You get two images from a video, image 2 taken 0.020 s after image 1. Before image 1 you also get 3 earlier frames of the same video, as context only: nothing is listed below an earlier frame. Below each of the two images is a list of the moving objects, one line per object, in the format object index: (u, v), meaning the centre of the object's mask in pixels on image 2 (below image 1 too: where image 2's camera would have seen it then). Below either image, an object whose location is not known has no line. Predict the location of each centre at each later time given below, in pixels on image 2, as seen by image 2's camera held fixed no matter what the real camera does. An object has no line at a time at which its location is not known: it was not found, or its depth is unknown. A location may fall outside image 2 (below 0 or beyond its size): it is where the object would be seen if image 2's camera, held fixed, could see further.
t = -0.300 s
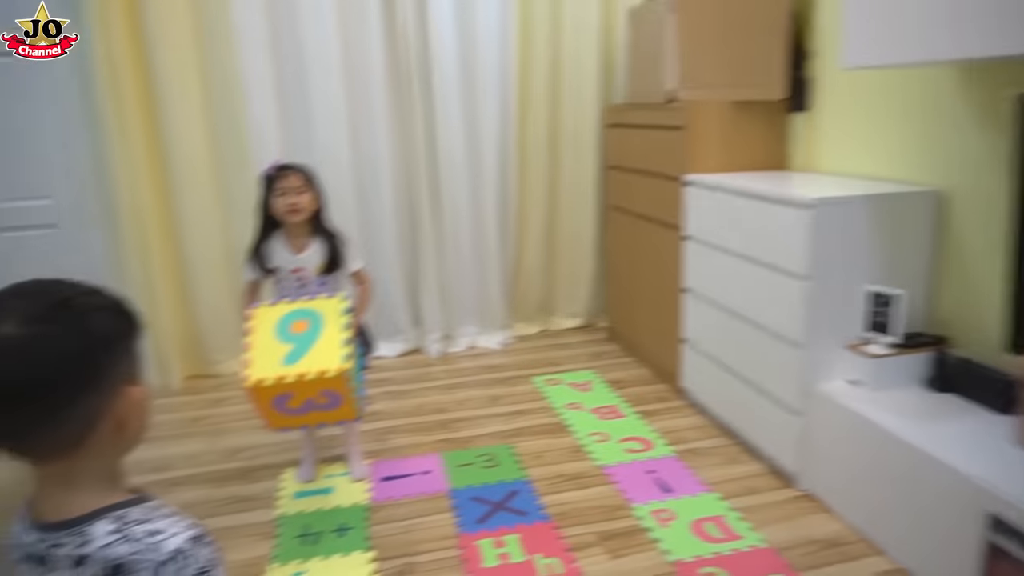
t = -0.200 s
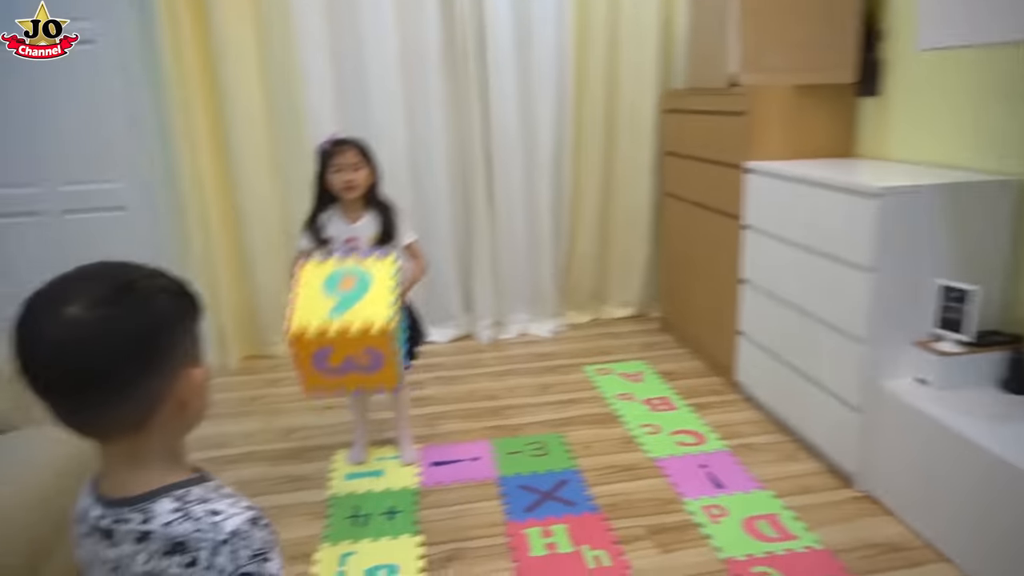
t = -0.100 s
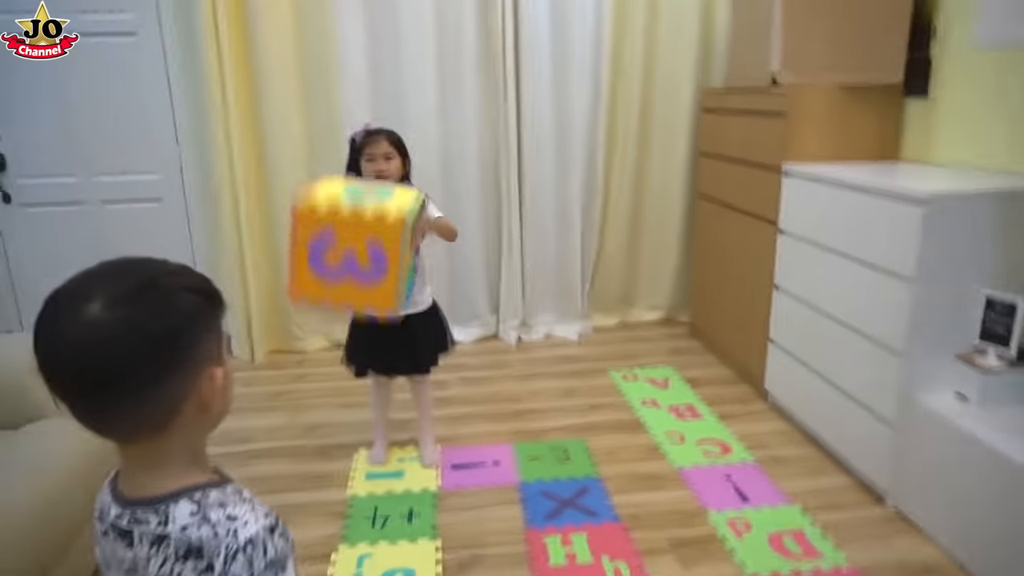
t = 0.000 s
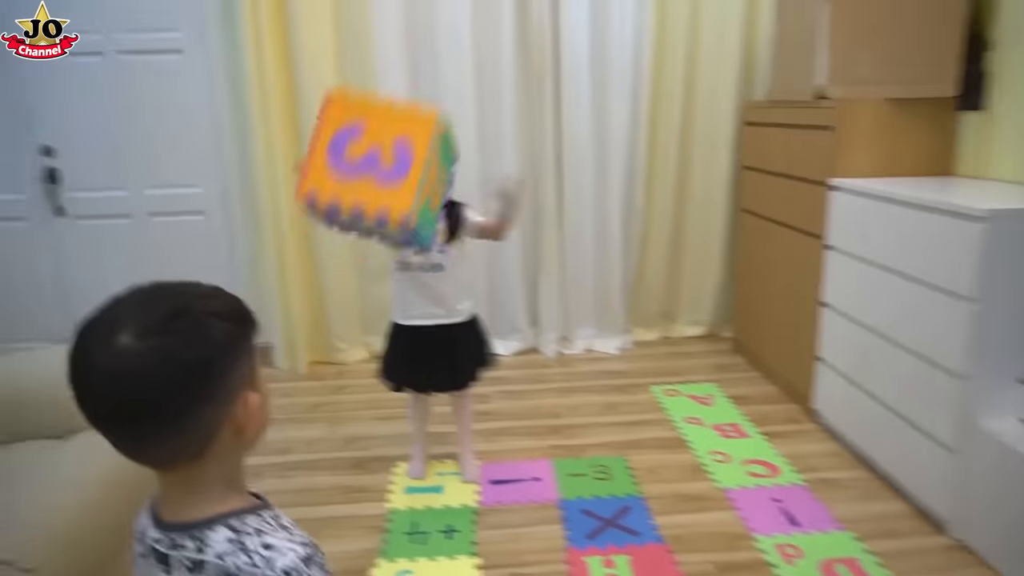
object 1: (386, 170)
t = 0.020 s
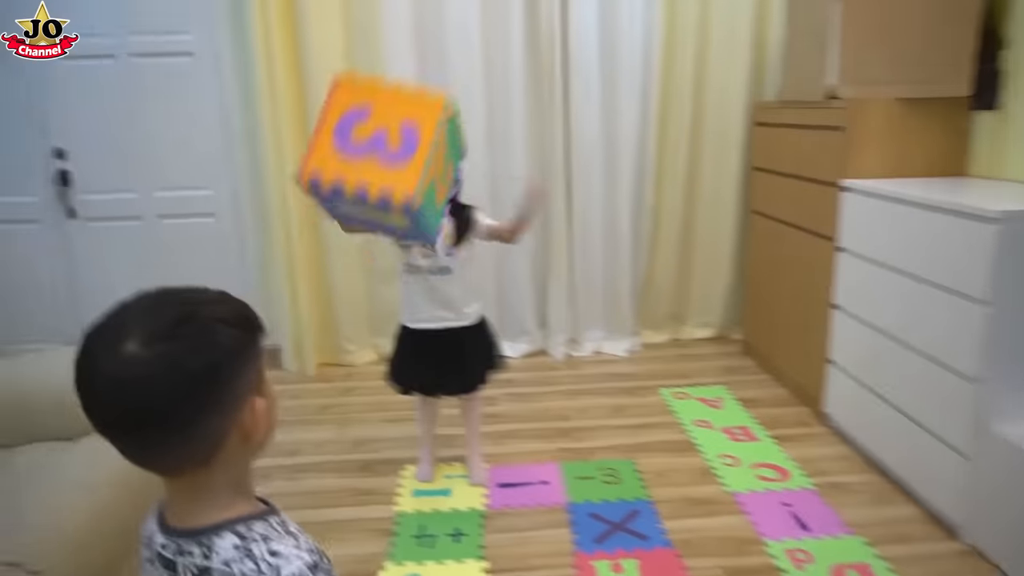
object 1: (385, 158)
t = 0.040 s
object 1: (383, 143)
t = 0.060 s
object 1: (381, 132)
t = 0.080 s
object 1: (378, 121)
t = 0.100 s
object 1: (376, 113)
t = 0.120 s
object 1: (373, 105)
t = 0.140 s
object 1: (371, 99)
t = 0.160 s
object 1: (370, 95)
